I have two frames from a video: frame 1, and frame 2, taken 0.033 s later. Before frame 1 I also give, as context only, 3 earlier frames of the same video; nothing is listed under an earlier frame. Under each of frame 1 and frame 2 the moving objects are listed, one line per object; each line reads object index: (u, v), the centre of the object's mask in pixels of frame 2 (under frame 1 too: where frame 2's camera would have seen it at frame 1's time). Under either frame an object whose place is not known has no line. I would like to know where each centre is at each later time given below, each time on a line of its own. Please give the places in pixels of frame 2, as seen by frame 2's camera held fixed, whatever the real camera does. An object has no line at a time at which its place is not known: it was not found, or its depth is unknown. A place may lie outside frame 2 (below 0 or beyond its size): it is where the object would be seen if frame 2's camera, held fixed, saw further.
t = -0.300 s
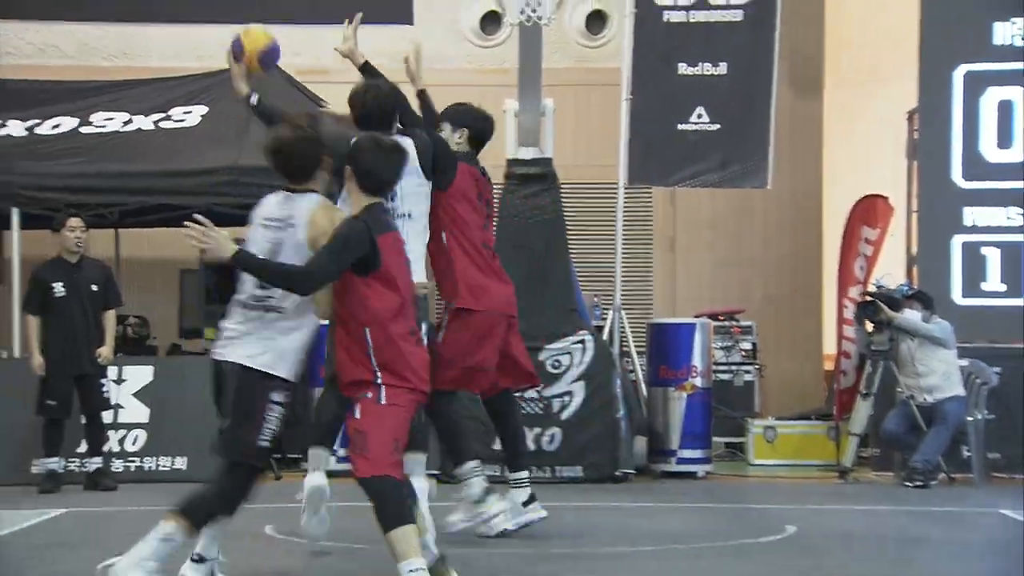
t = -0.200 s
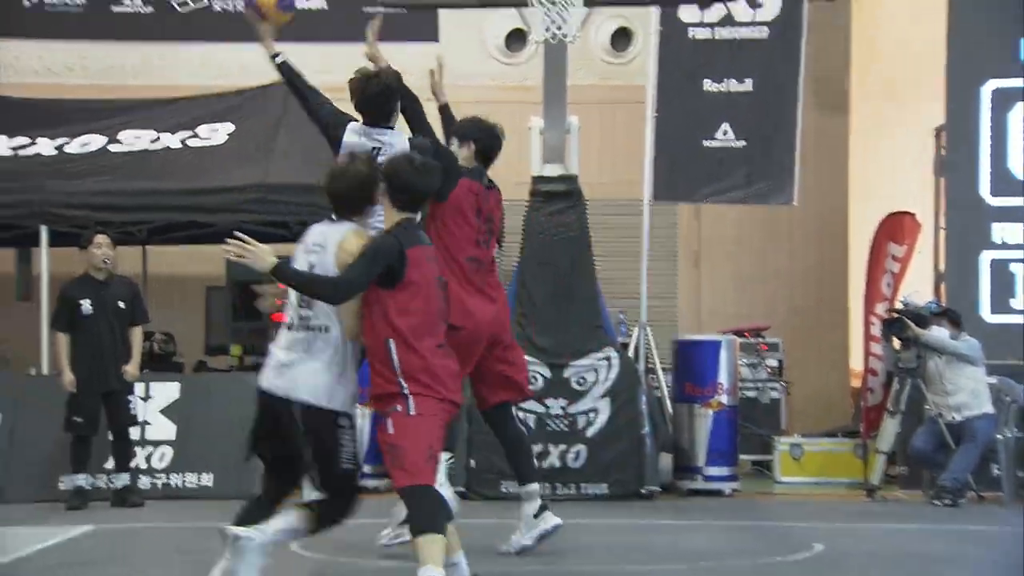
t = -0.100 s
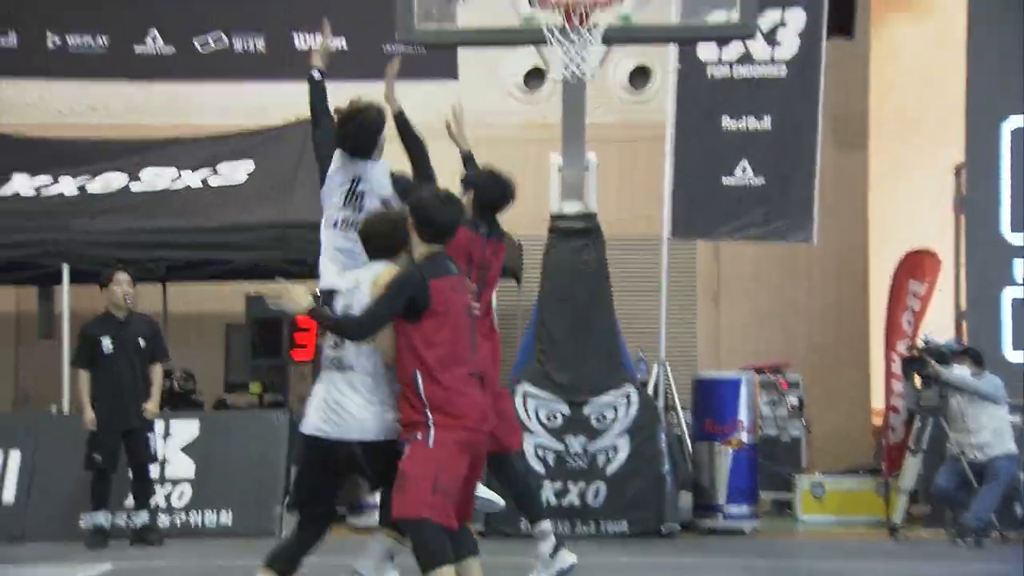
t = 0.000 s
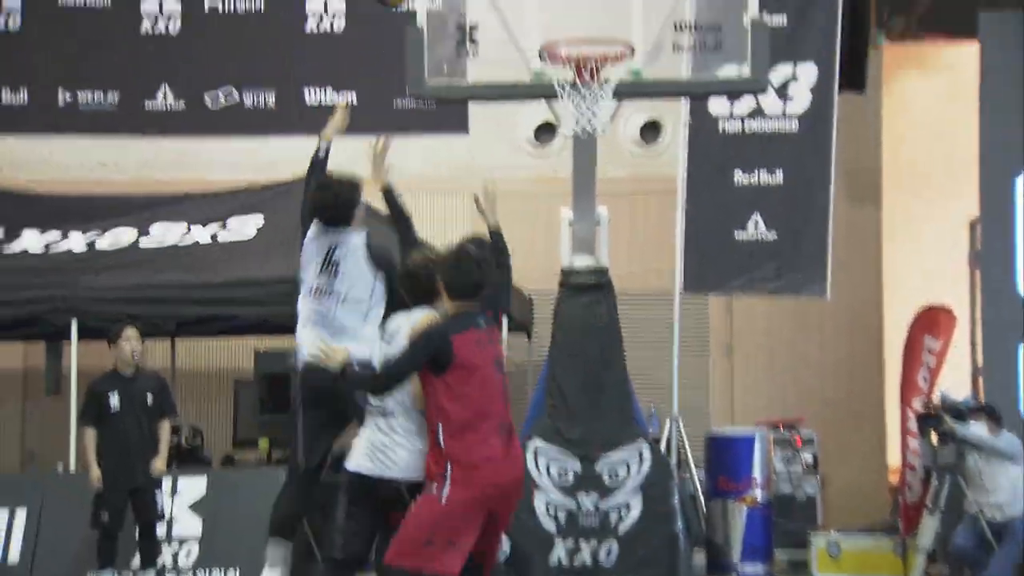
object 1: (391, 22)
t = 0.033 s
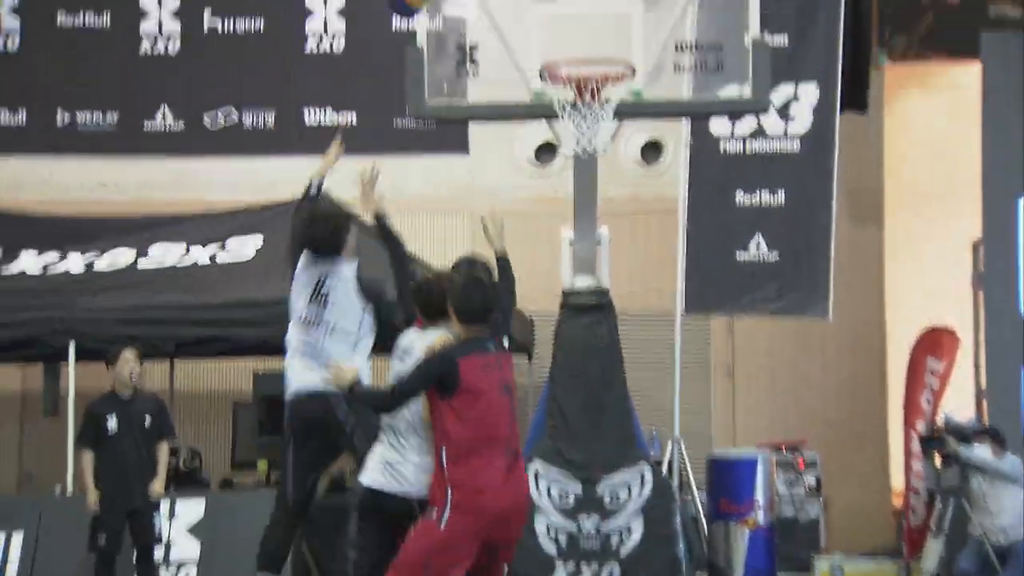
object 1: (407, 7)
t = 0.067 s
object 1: (421, -6)
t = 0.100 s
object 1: (436, -16)
